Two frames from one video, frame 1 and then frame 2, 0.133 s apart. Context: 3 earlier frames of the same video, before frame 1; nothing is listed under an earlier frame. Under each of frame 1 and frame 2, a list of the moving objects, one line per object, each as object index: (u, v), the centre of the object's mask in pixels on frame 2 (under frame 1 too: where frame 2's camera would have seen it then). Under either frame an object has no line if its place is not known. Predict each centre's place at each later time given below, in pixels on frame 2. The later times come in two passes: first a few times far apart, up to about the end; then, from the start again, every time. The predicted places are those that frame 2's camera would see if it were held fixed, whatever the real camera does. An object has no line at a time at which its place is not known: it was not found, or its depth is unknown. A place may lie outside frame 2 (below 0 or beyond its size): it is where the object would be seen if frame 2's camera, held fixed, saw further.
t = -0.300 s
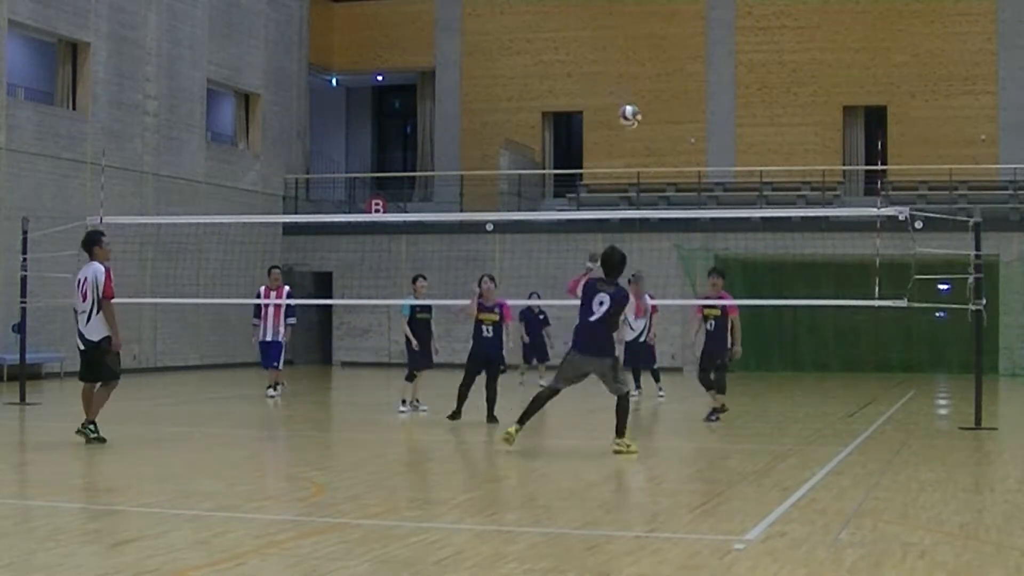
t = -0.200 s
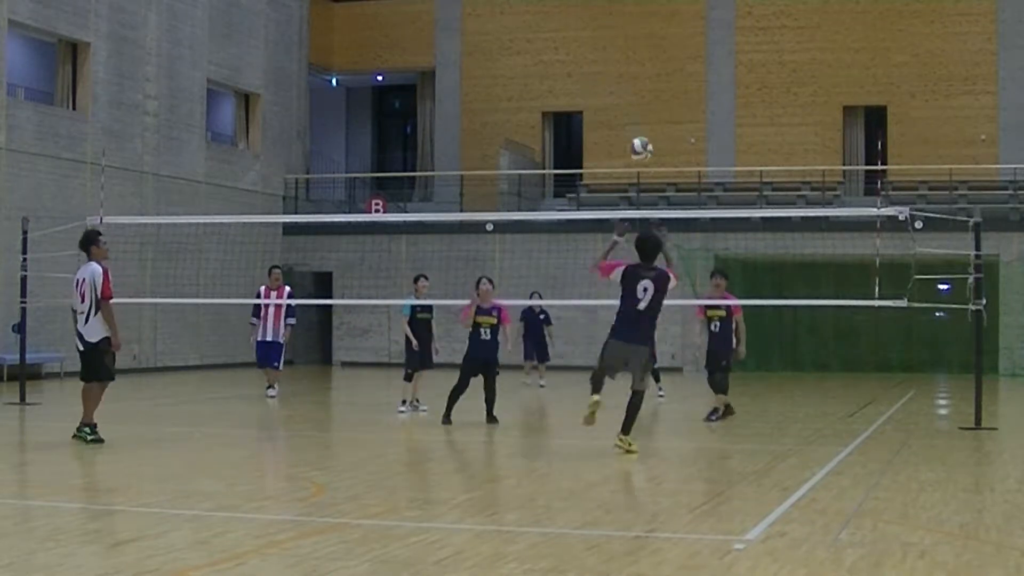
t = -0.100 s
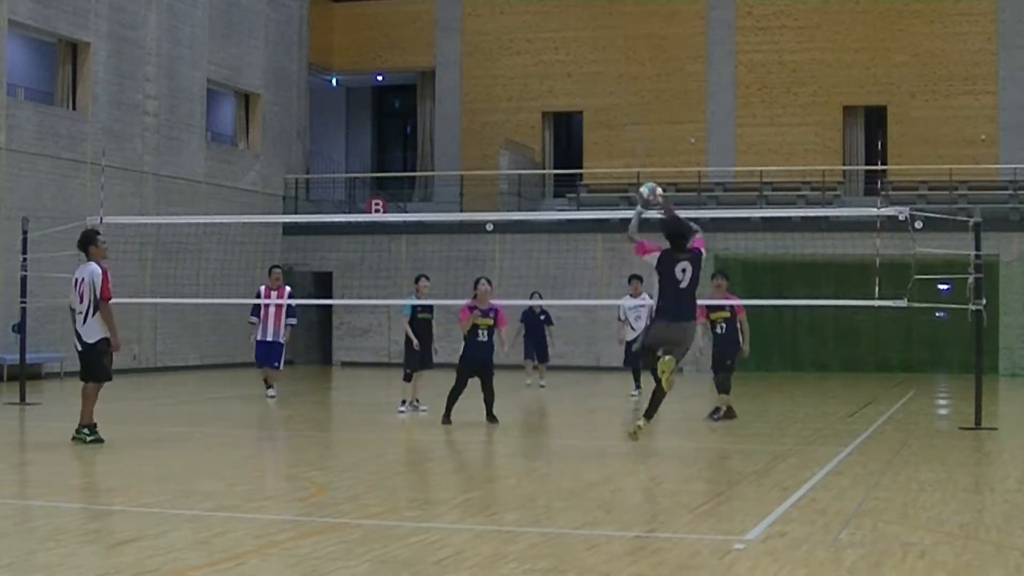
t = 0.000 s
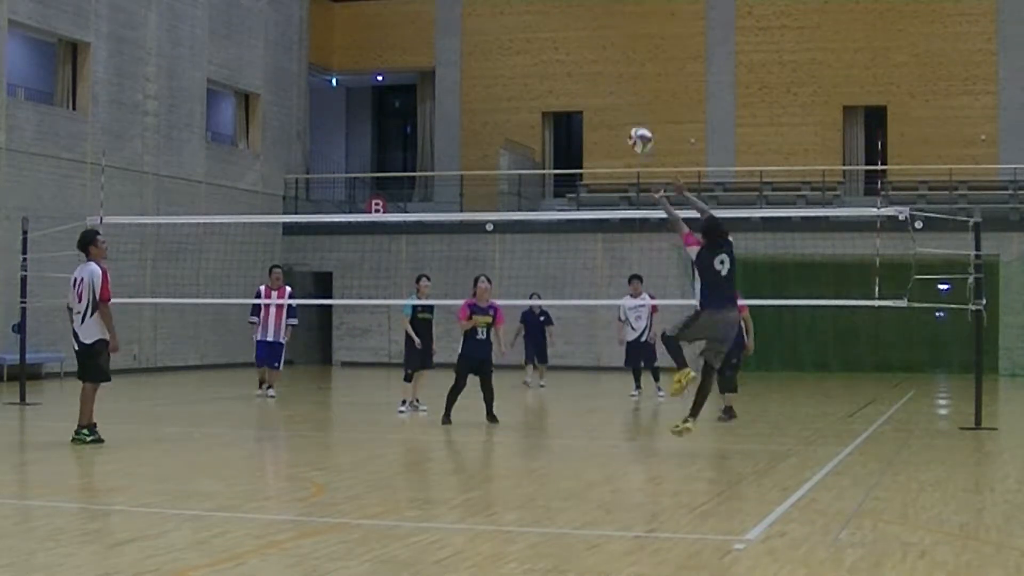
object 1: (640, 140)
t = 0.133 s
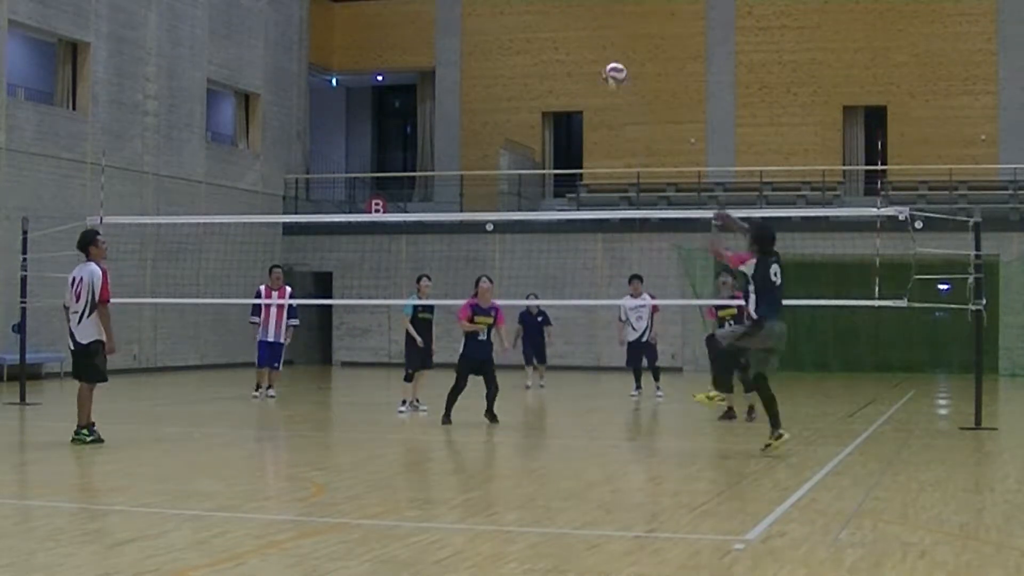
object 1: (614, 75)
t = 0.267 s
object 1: (592, 34)
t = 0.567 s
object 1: (544, 16)
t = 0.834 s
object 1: (506, 76)
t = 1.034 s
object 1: (479, 162)
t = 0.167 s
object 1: (609, 62)
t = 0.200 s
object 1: (603, 52)
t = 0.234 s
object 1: (598, 42)
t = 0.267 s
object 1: (592, 34)
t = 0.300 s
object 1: (586, 27)
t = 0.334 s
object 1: (581, 21)
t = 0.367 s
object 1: (576, 17)
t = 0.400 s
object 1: (570, 14)
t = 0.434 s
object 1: (565, 12)
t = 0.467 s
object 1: (560, 12)
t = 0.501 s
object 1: (554, 12)
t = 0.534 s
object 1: (549, 13)
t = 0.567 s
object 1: (544, 16)
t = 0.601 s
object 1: (539, 20)
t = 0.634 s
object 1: (534, 25)
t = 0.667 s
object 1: (529, 31)
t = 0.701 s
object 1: (525, 38)
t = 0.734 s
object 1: (520, 46)
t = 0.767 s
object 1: (515, 55)
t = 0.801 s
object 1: (510, 65)
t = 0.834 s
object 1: (506, 76)
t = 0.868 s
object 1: (501, 88)
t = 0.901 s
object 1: (496, 101)
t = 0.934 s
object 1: (492, 115)
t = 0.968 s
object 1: (487, 130)
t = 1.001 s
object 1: (483, 145)
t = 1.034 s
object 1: (479, 162)
